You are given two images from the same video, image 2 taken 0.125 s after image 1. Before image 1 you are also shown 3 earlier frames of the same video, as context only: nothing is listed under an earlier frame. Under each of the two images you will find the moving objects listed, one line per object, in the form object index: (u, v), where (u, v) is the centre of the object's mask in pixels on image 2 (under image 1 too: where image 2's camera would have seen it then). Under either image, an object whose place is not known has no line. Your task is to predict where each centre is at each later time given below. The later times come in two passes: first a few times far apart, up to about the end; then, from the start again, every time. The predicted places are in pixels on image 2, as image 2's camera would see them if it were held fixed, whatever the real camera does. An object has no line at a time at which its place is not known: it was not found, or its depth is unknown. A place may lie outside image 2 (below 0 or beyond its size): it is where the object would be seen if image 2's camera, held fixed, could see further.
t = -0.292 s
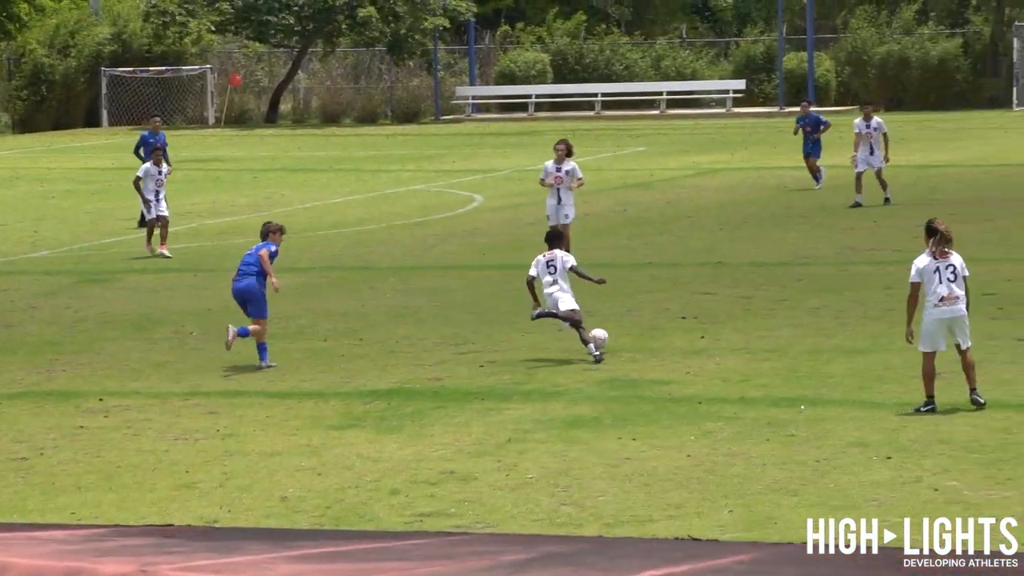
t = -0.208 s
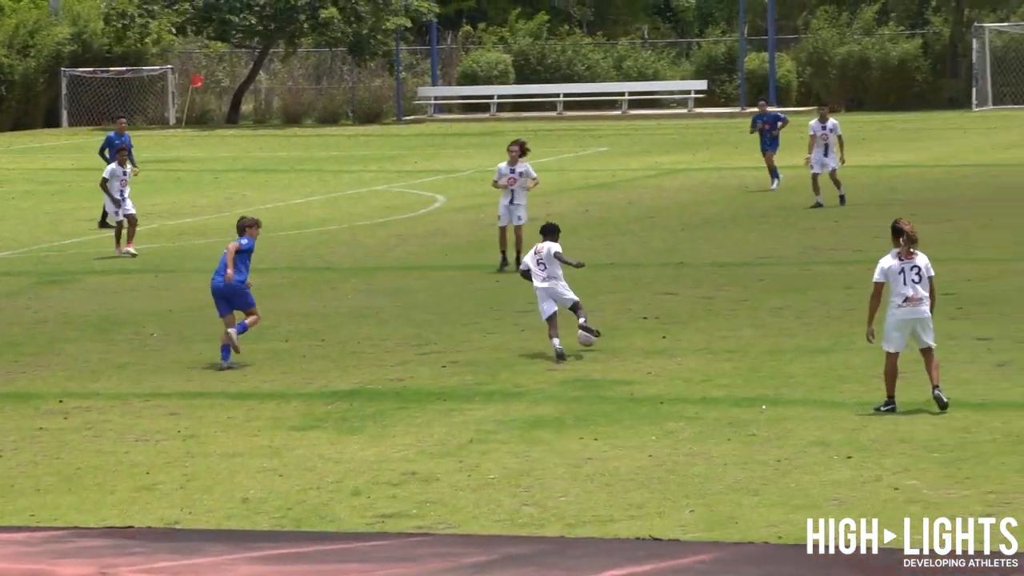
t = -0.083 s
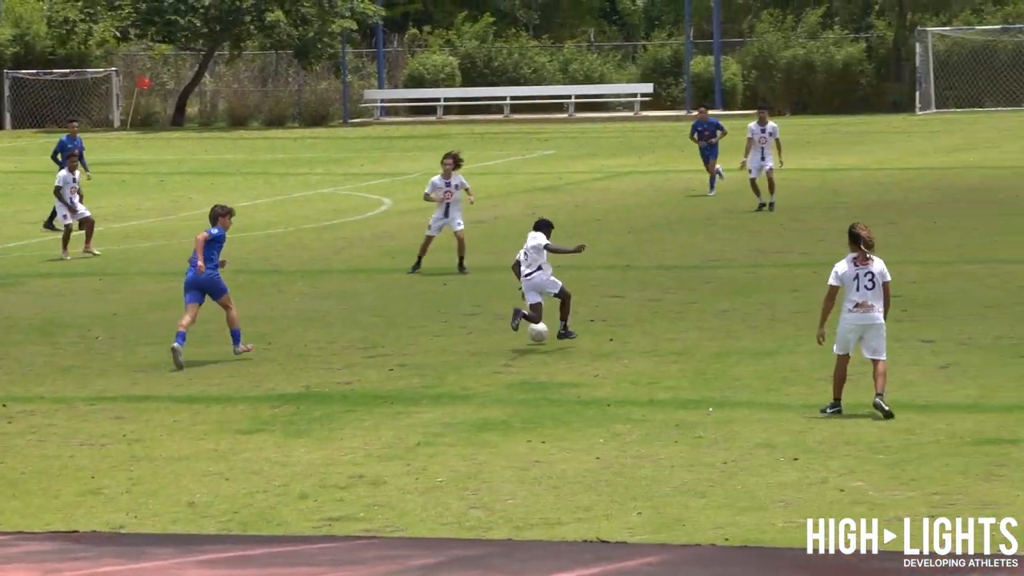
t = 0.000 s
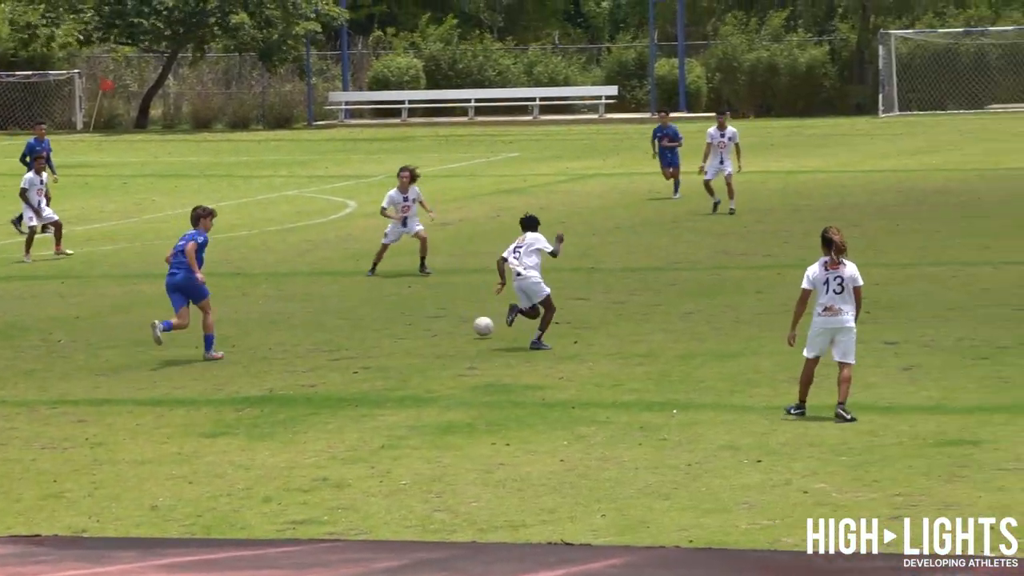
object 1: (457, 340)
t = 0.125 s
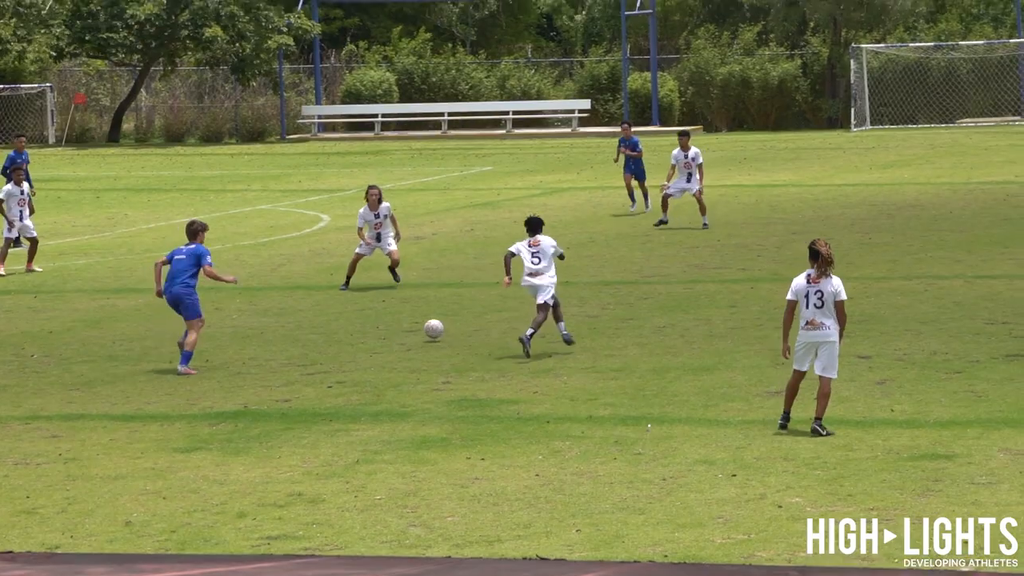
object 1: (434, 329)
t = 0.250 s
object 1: (414, 322)
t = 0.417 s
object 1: (396, 311)
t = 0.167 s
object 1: (426, 326)
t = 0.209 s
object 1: (420, 325)
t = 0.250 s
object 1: (414, 322)
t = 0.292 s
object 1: (409, 317)
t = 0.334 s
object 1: (405, 313)
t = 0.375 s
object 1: (400, 311)
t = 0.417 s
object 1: (396, 311)
